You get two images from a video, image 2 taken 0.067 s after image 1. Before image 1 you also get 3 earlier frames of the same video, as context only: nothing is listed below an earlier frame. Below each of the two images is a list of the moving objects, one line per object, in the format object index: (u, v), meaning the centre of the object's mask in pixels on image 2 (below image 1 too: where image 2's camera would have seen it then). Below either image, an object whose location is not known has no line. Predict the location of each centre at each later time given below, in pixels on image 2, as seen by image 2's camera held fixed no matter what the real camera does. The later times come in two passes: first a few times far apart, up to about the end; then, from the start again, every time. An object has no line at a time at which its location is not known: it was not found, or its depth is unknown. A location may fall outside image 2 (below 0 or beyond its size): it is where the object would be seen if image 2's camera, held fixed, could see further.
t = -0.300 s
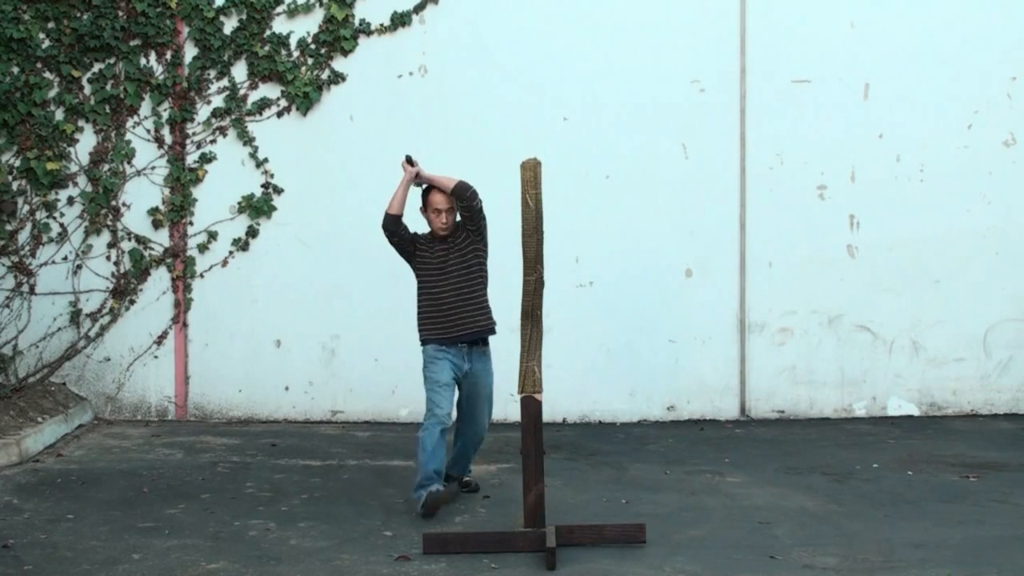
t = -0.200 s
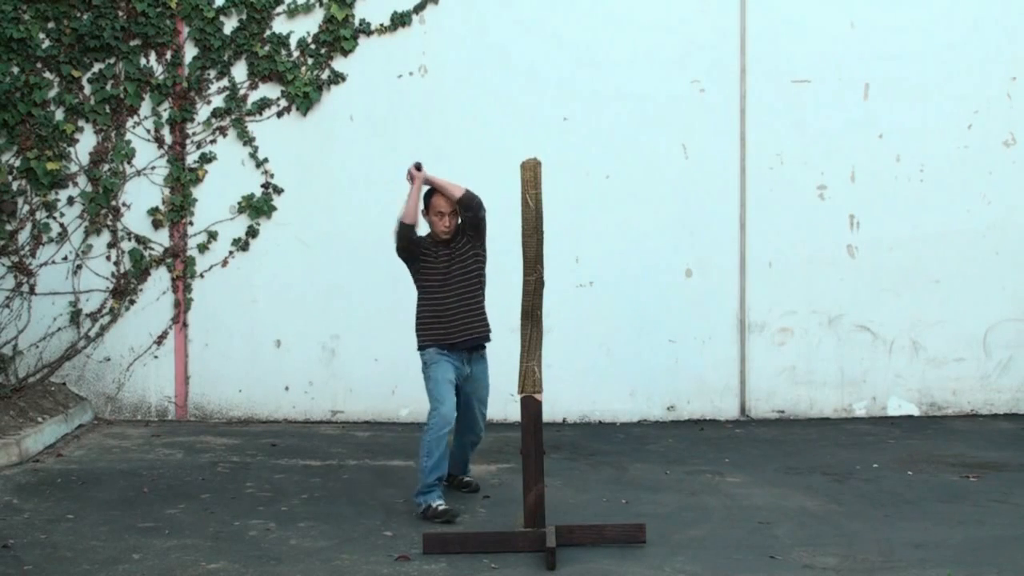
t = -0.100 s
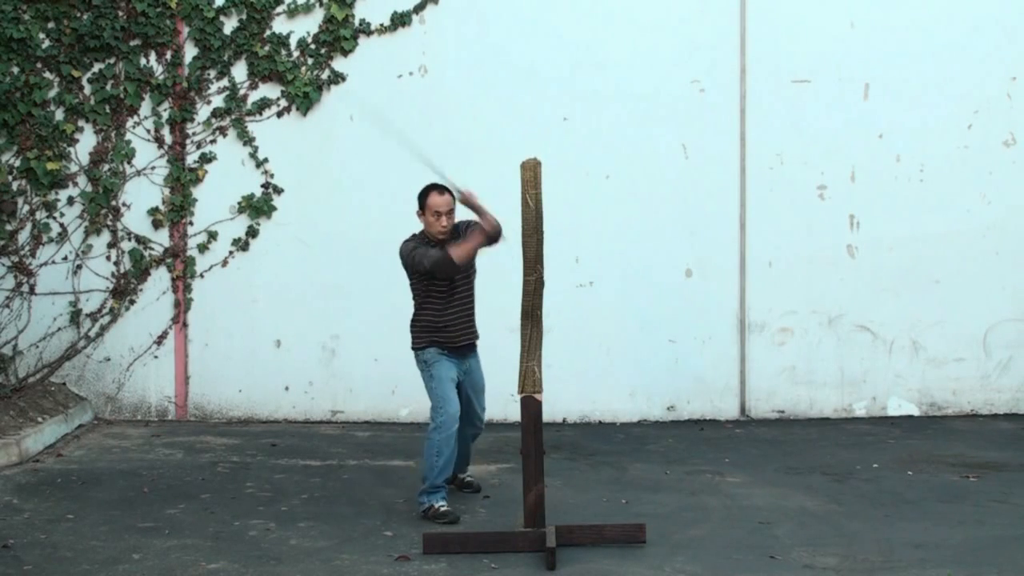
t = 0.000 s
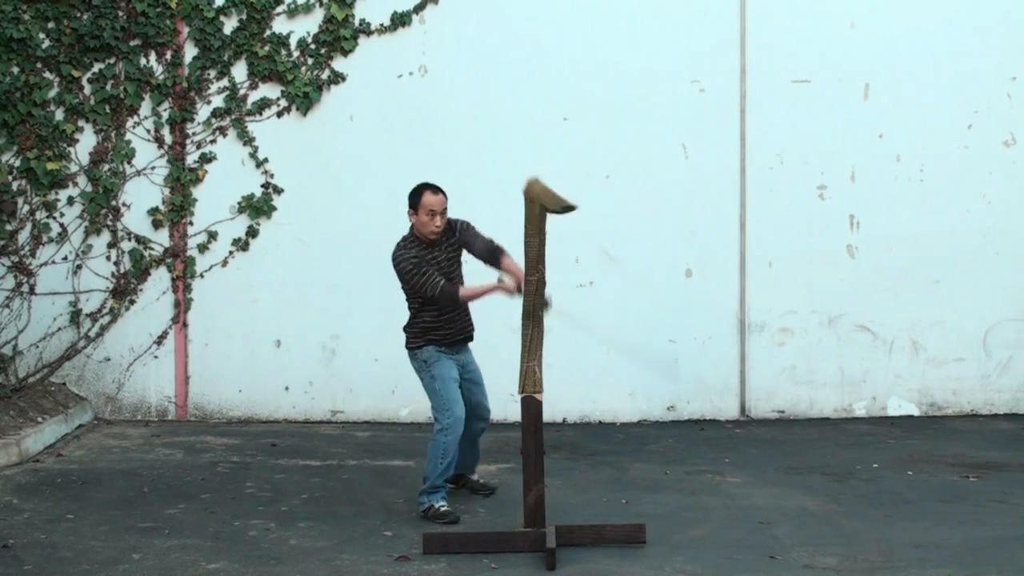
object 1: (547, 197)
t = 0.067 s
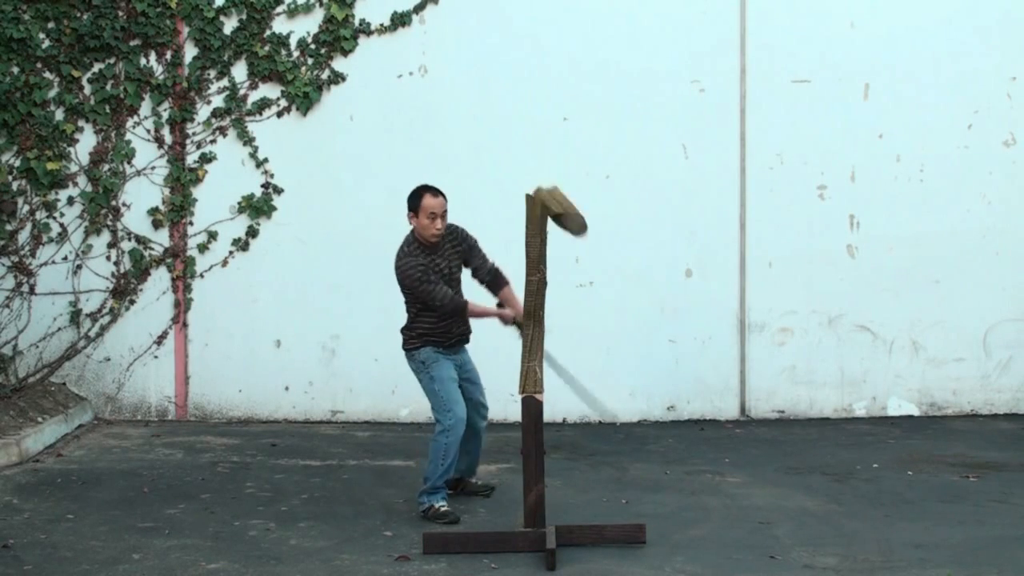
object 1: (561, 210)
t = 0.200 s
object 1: (589, 260)
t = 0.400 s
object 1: (639, 412)
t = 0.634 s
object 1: (721, 533)
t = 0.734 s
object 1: (731, 533)
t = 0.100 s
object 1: (567, 219)
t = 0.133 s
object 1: (574, 230)
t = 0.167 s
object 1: (581, 243)
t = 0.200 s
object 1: (589, 260)
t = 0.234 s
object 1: (598, 280)
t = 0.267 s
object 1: (606, 301)
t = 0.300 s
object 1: (614, 326)
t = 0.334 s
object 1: (622, 351)
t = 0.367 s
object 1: (630, 380)
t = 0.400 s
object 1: (639, 412)
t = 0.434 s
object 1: (650, 448)
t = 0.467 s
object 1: (660, 486)
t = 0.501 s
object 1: (673, 517)
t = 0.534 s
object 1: (690, 526)
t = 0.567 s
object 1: (704, 531)
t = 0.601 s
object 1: (712, 532)
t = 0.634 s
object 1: (721, 533)
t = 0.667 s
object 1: (726, 533)
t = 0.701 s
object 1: (728, 533)
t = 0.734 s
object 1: (731, 533)
